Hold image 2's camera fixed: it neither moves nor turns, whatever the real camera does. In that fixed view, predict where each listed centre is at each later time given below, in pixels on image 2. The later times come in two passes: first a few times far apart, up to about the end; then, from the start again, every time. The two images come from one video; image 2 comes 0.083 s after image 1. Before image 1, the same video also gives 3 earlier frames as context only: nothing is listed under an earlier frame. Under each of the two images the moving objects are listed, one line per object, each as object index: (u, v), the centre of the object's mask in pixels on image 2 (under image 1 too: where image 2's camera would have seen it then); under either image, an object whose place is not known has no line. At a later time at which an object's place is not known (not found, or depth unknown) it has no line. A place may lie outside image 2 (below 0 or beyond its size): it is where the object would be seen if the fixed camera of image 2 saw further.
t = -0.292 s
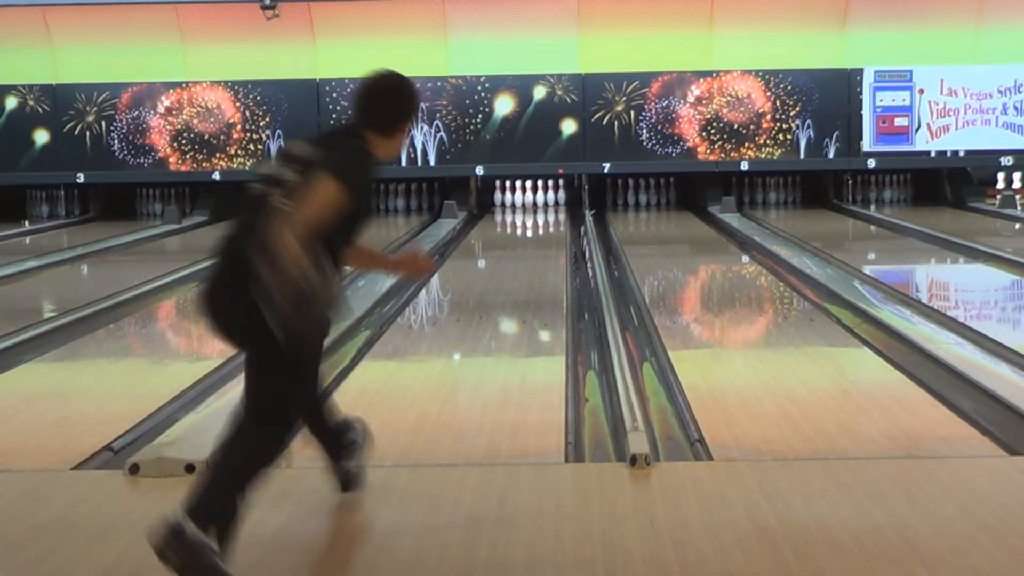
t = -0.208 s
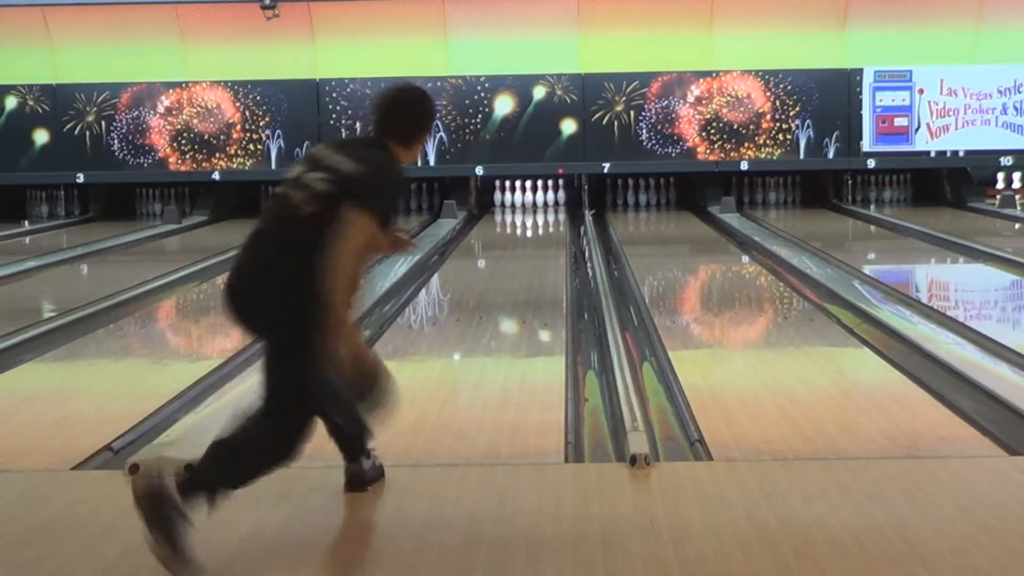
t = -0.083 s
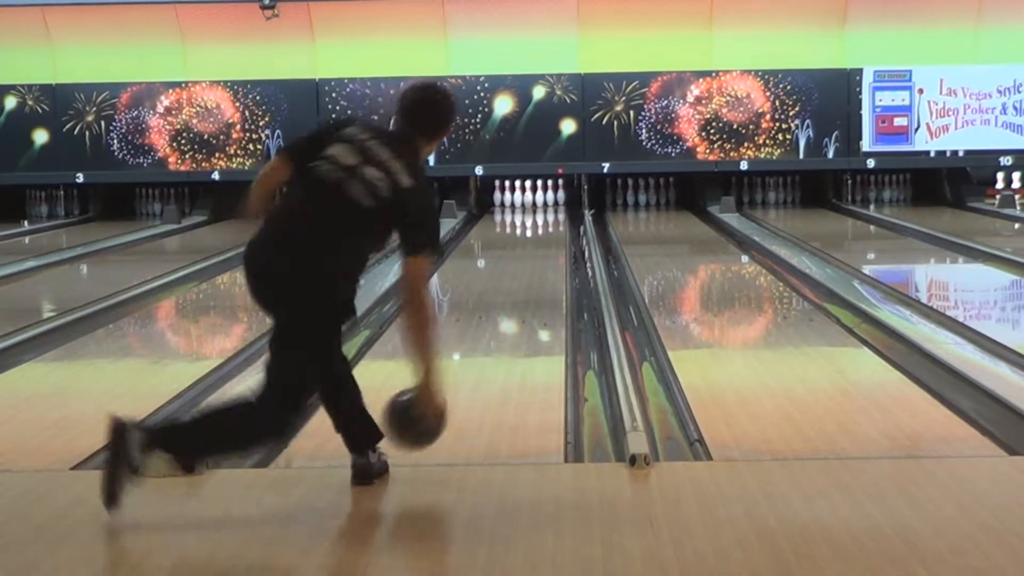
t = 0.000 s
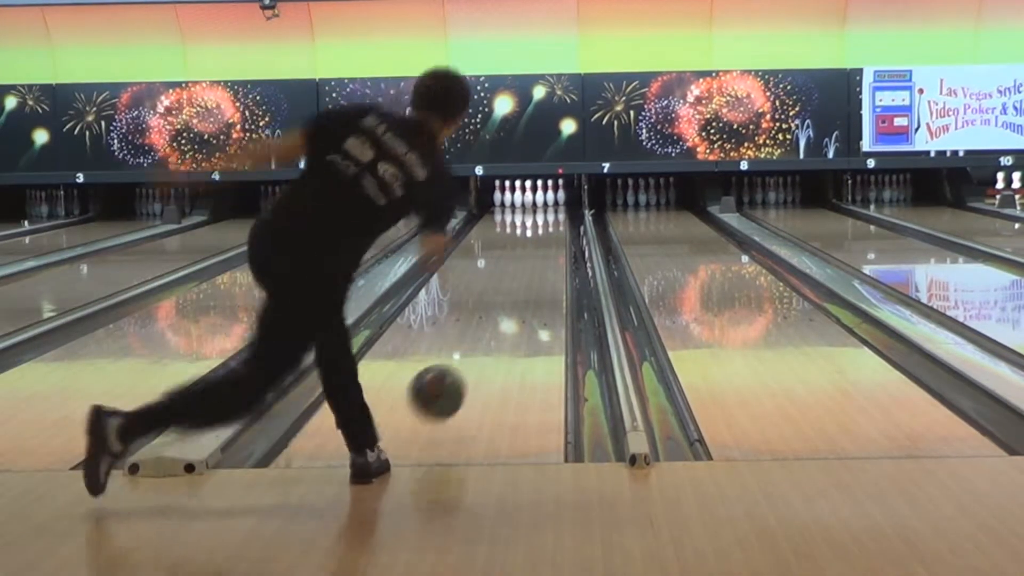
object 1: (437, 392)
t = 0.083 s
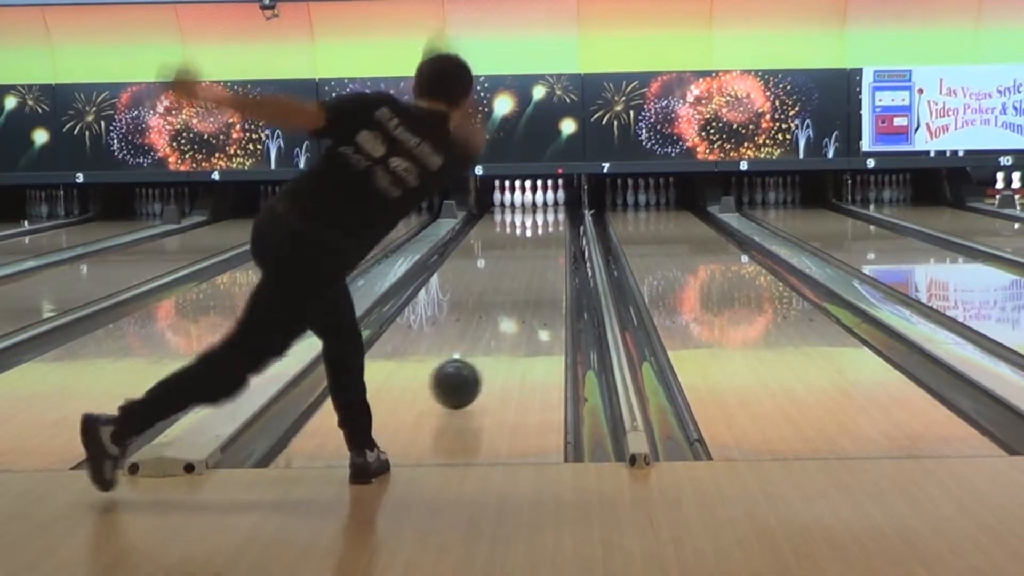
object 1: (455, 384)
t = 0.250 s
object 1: (483, 345)
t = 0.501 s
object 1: (509, 302)
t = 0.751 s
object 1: (525, 273)
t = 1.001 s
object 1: (535, 253)
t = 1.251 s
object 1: (542, 238)
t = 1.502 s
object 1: (545, 225)
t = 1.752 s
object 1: (544, 215)
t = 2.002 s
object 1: (540, 208)
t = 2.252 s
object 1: (535, 202)
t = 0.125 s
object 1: (464, 373)
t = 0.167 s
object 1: (471, 362)
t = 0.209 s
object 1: (477, 354)
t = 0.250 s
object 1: (483, 345)
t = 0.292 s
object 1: (488, 336)
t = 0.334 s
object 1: (492, 329)
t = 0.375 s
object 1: (497, 321)
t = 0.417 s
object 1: (502, 314)
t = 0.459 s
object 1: (505, 308)
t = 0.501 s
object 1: (509, 302)
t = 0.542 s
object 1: (512, 297)
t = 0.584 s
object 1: (515, 292)
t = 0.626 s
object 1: (518, 287)
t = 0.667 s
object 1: (520, 282)
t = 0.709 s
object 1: (523, 278)
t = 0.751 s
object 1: (525, 273)
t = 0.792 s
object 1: (527, 270)
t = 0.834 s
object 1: (529, 266)
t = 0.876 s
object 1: (531, 263)
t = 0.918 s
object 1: (532, 259)
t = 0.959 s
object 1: (534, 255)
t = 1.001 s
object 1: (535, 253)
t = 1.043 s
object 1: (537, 250)
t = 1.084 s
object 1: (538, 247)
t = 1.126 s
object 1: (539, 245)
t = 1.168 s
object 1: (541, 243)
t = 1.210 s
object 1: (541, 240)
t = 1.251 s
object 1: (542, 238)
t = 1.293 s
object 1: (543, 235)
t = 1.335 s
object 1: (543, 233)
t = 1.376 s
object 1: (544, 231)
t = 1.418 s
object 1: (544, 229)
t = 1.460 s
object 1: (544, 226)
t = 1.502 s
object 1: (545, 225)
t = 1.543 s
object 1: (545, 223)
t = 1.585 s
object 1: (545, 221)
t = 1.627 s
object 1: (545, 219)
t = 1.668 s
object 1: (545, 217)
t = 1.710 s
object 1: (545, 216)
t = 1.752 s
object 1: (544, 215)
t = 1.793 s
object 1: (544, 214)
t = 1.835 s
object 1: (544, 213)
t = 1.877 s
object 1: (542, 211)
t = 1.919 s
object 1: (543, 210)
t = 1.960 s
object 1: (541, 209)
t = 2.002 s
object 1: (540, 208)
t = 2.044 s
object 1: (540, 206)
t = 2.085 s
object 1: (540, 206)
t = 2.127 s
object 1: (539, 204)
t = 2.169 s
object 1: (538, 204)
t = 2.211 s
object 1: (536, 203)
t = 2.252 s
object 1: (535, 202)
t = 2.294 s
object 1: (535, 201)
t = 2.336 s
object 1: (535, 201)
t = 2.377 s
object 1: (535, 200)
